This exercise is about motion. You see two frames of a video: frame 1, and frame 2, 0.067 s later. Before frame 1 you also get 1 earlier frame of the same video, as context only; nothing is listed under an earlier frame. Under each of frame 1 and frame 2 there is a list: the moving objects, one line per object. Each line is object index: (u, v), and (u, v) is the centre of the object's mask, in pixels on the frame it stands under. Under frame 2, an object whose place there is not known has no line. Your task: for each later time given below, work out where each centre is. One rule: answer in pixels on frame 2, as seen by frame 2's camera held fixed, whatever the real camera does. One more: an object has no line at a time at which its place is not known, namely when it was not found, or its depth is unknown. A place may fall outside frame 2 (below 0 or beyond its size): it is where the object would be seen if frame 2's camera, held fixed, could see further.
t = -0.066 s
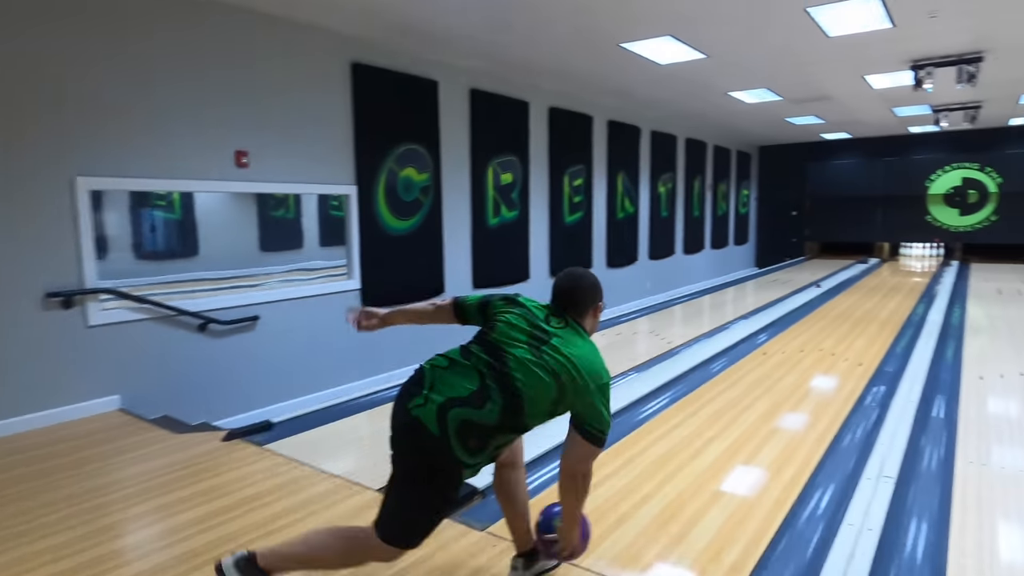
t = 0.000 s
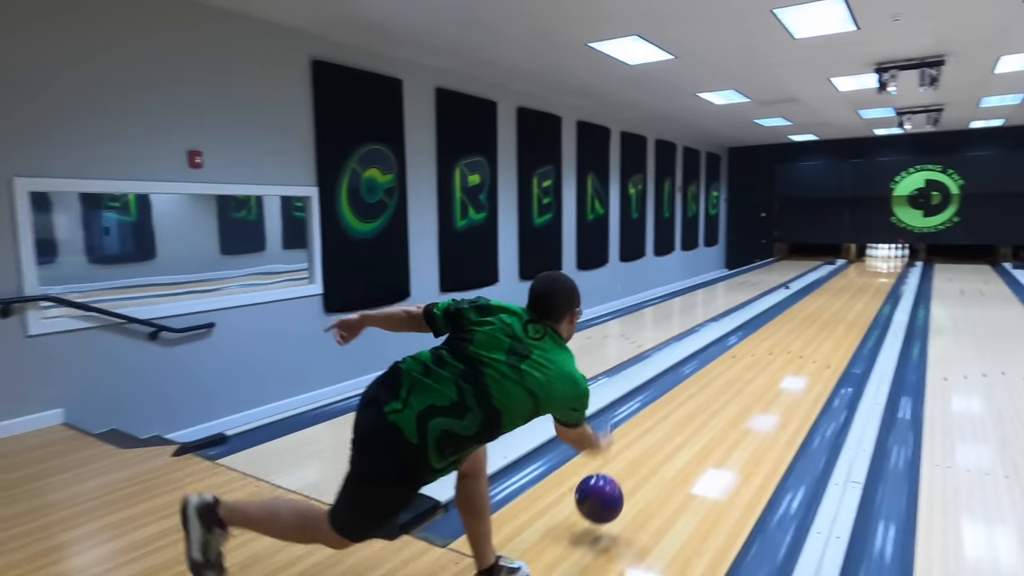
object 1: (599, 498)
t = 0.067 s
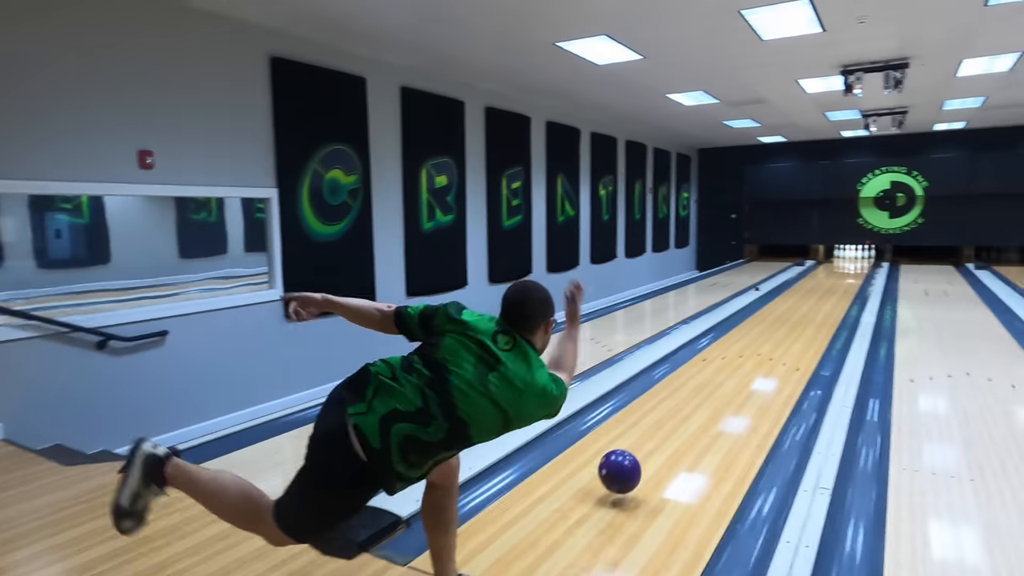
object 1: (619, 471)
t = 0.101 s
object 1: (641, 459)
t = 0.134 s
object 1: (659, 448)
